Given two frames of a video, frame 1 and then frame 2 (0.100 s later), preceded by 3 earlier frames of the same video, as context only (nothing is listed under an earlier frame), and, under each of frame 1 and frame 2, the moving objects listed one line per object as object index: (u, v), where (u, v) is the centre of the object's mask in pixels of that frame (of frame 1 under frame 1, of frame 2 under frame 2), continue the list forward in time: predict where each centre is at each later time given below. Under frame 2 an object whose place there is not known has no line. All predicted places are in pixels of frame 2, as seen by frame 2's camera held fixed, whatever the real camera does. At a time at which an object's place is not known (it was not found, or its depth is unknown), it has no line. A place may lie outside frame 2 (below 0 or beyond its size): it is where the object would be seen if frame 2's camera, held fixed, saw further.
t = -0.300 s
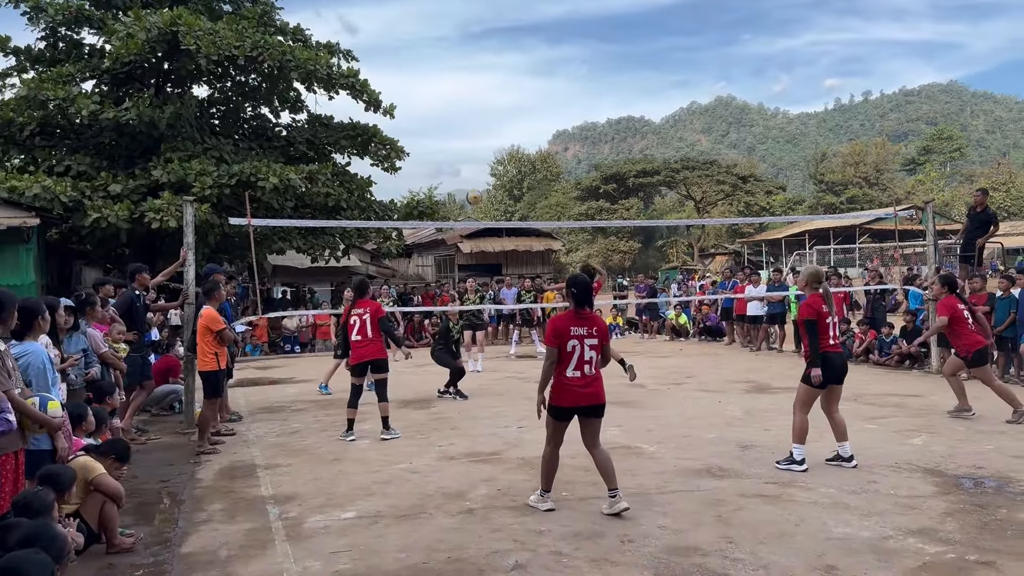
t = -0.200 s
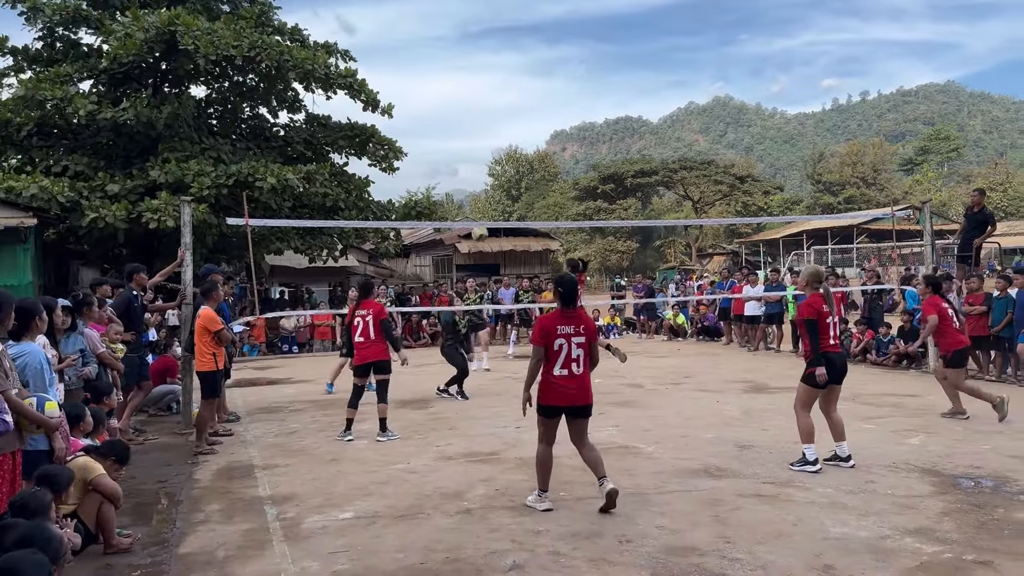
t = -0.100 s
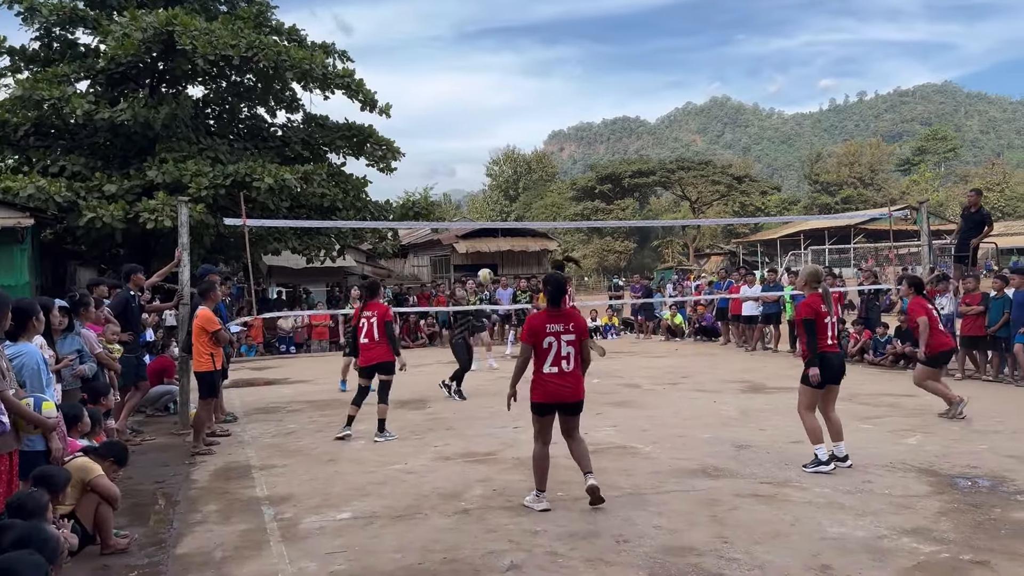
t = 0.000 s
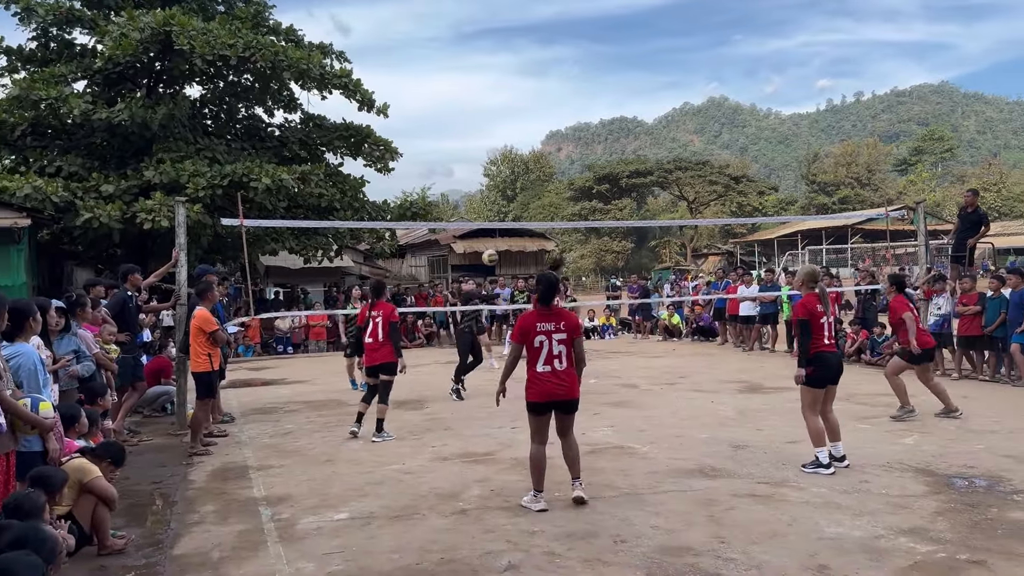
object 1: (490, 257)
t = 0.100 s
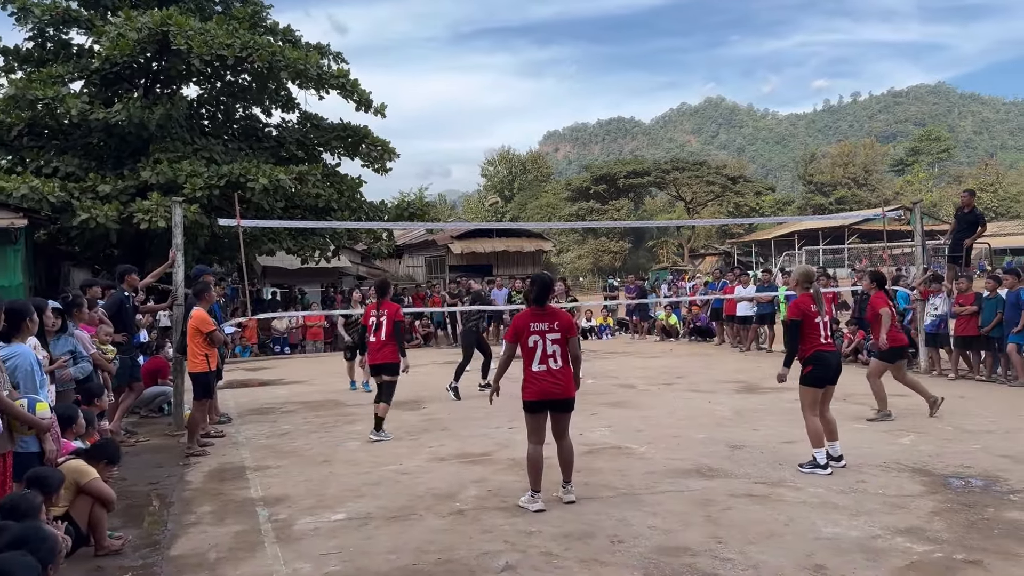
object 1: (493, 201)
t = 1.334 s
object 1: (547, 181)
